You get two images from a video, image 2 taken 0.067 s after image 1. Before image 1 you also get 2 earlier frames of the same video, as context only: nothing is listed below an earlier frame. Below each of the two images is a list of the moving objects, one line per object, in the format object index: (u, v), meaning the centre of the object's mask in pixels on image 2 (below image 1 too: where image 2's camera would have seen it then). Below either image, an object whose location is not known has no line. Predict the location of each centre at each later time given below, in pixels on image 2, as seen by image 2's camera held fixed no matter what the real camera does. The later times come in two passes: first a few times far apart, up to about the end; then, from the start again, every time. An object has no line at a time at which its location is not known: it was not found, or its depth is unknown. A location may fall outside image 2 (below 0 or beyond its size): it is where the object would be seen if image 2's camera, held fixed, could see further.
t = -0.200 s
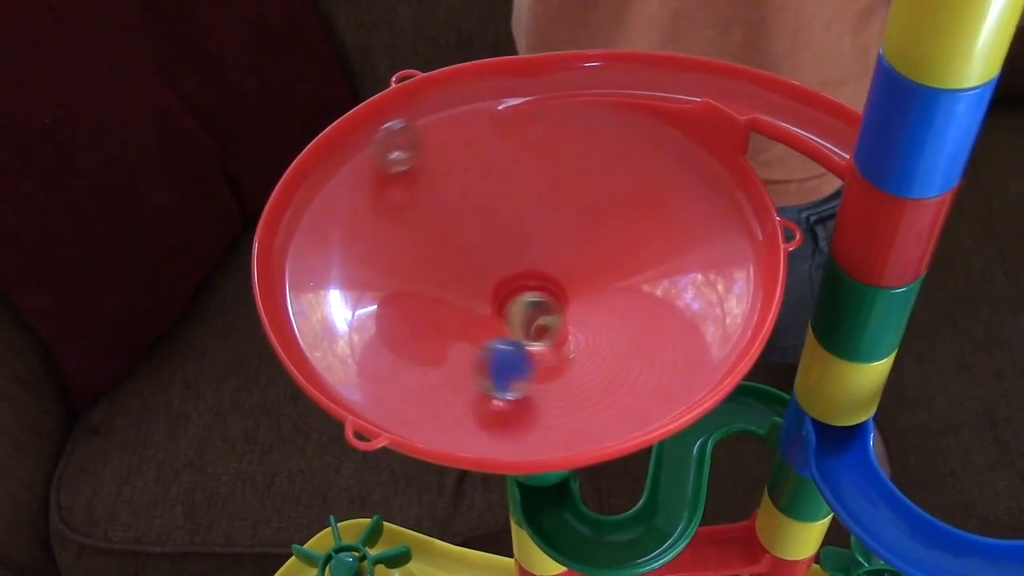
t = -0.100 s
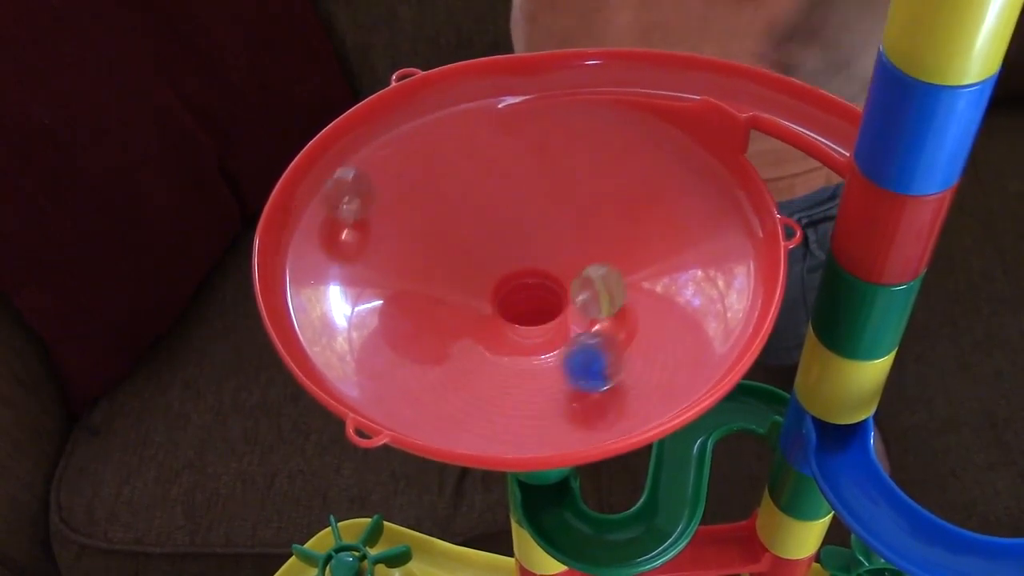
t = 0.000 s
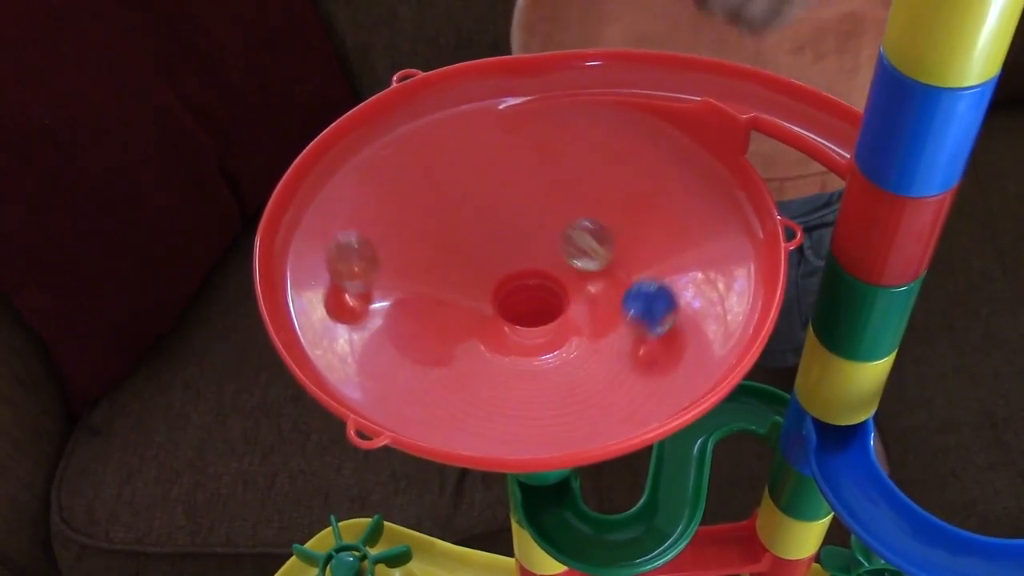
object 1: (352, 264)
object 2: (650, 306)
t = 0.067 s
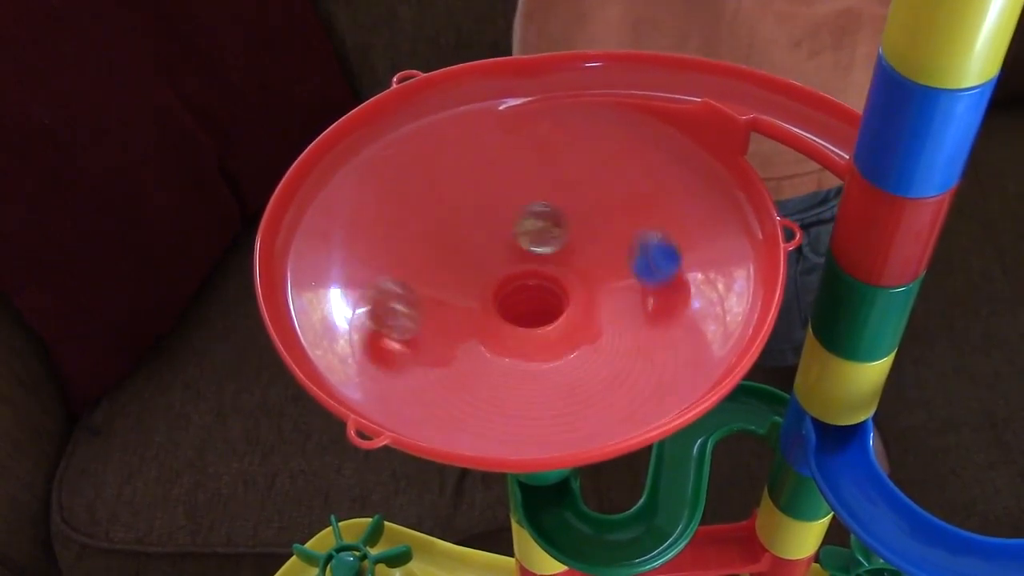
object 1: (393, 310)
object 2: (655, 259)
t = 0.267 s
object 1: (643, 307)
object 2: (525, 154)
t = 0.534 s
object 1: (662, 149)
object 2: (402, 235)
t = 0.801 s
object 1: (427, 226)
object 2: (656, 280)
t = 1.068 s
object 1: (538, 370)
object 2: (641, 165)
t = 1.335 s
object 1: (638, 202)
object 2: (445, 283)
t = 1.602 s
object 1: (455, 149)
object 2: (598, 332)
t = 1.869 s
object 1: (492, 324)
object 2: (518, 173)
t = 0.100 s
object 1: (425, 328)
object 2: (646, 234)
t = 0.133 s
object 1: (467, 343)
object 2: (627, 209)
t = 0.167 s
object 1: (514, 347)
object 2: (605, 190)
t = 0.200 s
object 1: (561, 346)
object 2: (582, 174)
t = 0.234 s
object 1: (605, 329)
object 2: (554, 161)
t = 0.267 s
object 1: (643, 307)
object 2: (525, 154)
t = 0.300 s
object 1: (672, 280)
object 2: (495, 150)
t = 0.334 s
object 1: (692, 254)
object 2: (470, 151)
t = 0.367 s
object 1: (706, 228)
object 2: (446, 156)
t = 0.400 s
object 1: (713, 204)
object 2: (428, 166)
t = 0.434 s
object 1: (715, 181)
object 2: (415, 178)
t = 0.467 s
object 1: (706, 166)
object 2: (404, 194)
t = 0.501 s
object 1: (686, 155)
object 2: (399, 213)
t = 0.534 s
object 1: (662, 149)
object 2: (402, 235)
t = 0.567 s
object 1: (638, 145)
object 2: (411, 257)
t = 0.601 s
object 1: (606, 144)
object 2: (431, 282)
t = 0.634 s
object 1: (575, 147)
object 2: (463, 306)
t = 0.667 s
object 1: (542, 155)
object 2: (504, 320)
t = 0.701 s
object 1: (510, 166)
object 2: (545, 324)
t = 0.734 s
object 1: (479, 181)
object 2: (589, 317)
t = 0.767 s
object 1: (449, 202)
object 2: (628, 297)
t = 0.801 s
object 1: (427, 226)
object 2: (656, 280)
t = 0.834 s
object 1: (412, 252)
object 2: (674, 259)
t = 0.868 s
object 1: (406, 283)
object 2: (684, 240)
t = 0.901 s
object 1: (411, 309)
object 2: (690, 221)
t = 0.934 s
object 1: (424, 333)
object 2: (691, 206)
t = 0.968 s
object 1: (445, 350)
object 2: (683, 192)
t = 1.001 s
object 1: (473, 363)
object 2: (672, 180)
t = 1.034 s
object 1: (504, 370)
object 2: (659, 171)
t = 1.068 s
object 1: (538, 370)
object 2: (641, 165)
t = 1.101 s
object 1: (572, 363)
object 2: (618, 163)
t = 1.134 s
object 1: (601, 351)
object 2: (592, 166)
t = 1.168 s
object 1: (627, 330)
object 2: (563, 173)
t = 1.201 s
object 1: (644, 305)
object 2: (532, 185)
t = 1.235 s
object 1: (656, 280)
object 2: (503, 203)
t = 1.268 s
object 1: (657, 254)
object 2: (477, 226)
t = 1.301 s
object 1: (650, 227)
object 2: (456, 253)
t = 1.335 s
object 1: (638, 202)
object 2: (445, 283)
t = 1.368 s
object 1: (620, 180)
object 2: (445, 305)
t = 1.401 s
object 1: (599, 163)
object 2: (457, 327)
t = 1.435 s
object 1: (575, 151)
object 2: (476, 344)
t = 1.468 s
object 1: (547, 142)
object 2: (501, 355)
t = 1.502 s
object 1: (522, 138)
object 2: (525, 358)
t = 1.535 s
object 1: (498, 137)
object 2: (552, 356)
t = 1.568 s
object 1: (475, 141)
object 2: (576, 347)
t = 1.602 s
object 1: (455, 149)
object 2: (598, 332)
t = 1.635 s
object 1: (438, 162)
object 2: (614, 308)
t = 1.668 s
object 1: (424, 177)
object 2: (623, 285)
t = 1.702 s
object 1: (415, 196)
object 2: (621, 260)
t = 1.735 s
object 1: (412, 219)
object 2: (611, 235)
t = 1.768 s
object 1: (416, 246)
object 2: (591, 213)
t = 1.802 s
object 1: (432, 279)
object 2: (567, 195)
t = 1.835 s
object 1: (456, 306)
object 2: (541, 181)
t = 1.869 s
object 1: (492, 324)
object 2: (518, 173)
